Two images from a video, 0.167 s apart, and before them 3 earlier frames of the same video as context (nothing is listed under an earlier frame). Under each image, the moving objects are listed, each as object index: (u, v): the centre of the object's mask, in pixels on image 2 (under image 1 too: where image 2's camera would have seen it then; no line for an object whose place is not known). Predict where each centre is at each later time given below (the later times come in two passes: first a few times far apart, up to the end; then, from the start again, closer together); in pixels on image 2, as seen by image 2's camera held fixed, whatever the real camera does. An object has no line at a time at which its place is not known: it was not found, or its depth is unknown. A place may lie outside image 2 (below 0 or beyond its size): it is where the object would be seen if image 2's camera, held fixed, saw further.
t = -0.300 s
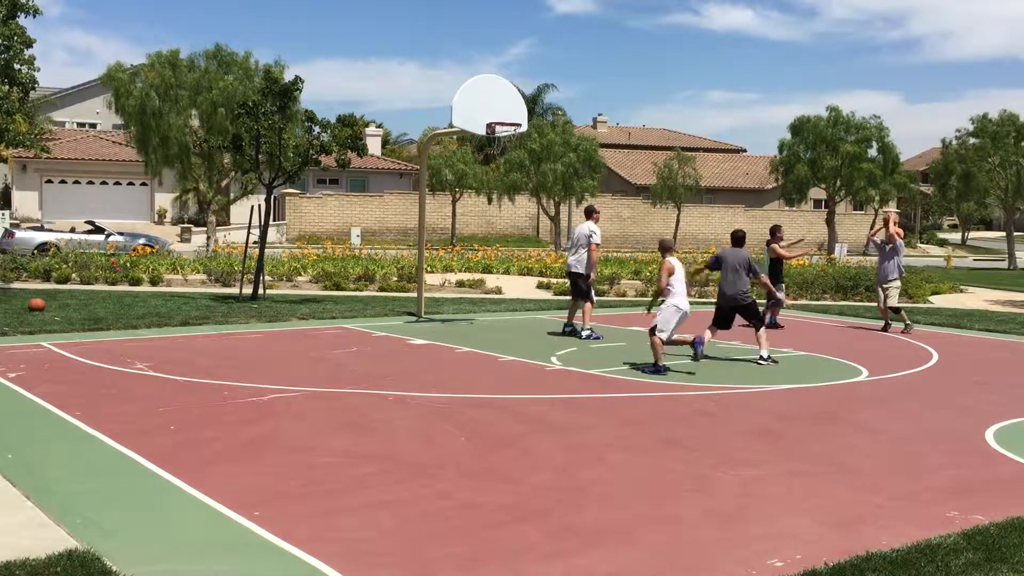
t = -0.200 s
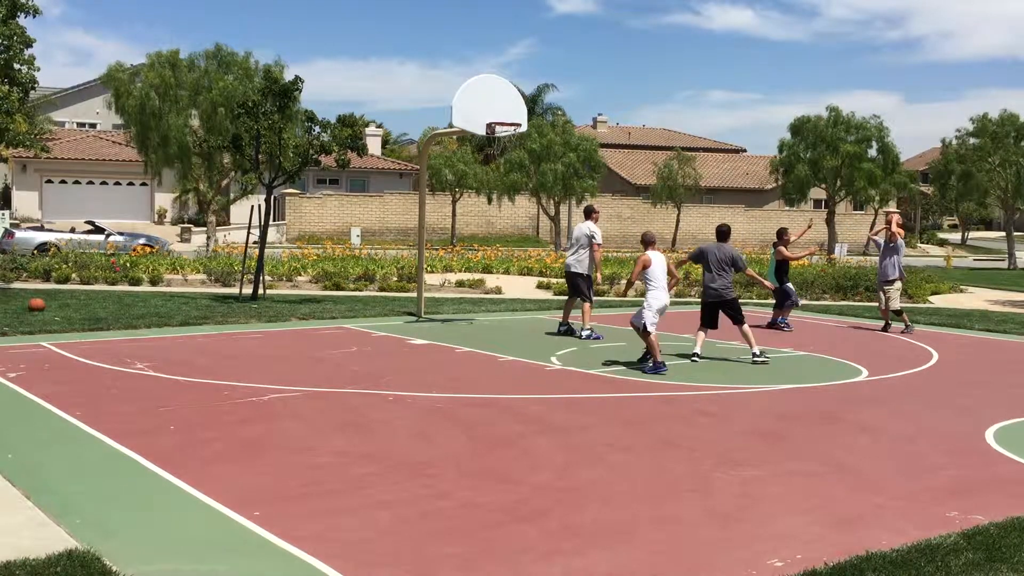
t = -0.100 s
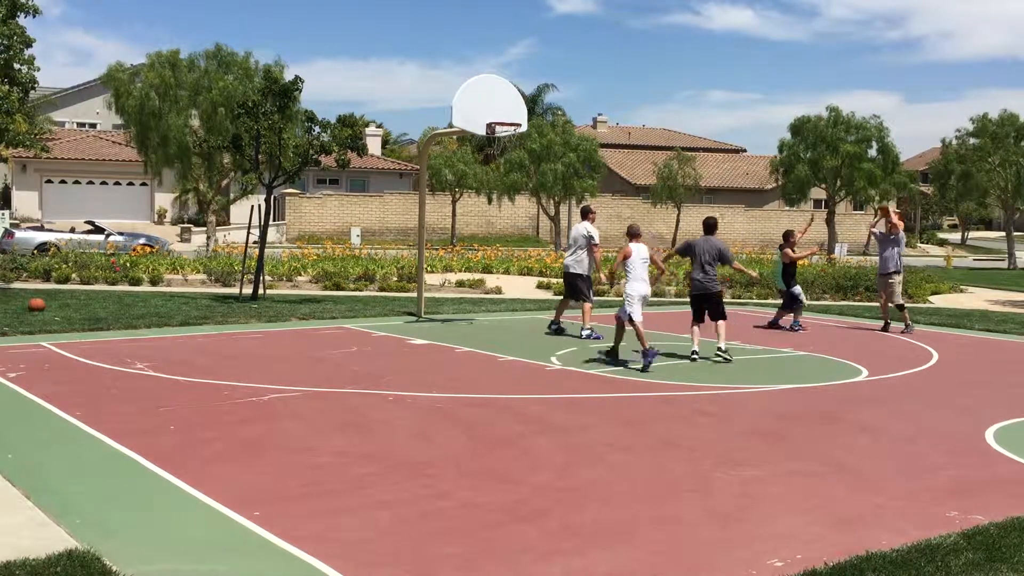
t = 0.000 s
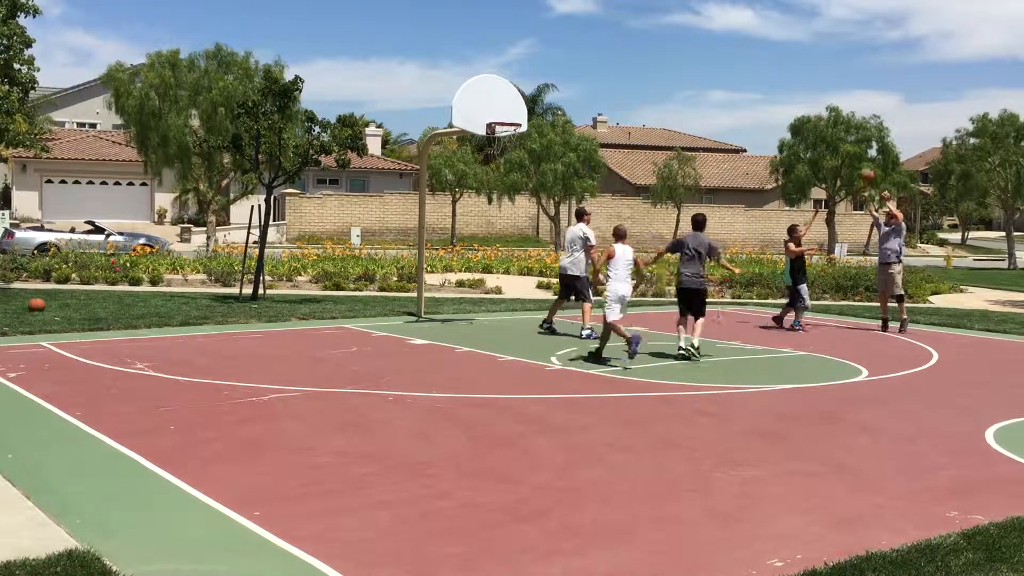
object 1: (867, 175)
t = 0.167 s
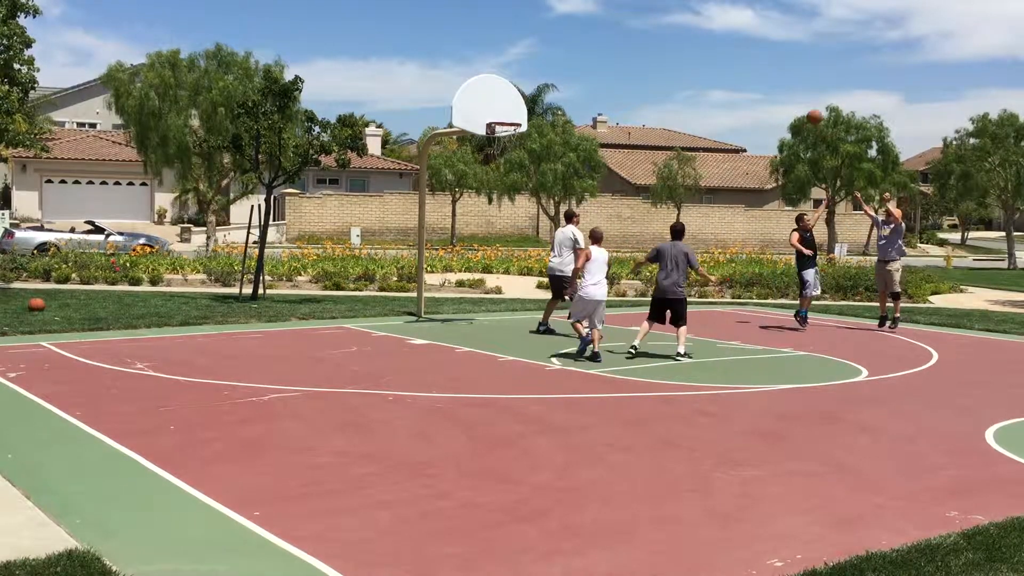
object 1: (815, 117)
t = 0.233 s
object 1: (793, 98)
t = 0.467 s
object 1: (720, 53)
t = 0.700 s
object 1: (644, 39)
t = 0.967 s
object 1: (556, 68)
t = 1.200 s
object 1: (498, 112)
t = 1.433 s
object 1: (515, 106)
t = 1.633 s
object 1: (531, 129)
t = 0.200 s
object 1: (803, 108)
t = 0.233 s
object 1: (793, 98)
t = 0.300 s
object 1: (772, 81)
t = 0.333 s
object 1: (762, 74)
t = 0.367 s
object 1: (752, 67)
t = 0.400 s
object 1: (741, 62)
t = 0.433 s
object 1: (730, 57)
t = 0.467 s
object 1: (720, 53)
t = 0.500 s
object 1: (709, 48)
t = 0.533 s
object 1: (698, 45)
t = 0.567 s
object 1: (687, 42)
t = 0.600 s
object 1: (677, 41)
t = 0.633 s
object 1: (666, 40)
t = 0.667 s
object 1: (655, 40)
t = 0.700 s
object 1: (644, 39)
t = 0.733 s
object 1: (633, 41)
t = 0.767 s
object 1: (622, 42)
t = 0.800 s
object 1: (611, 45)
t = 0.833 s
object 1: (600, 48)
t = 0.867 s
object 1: (589, 51)
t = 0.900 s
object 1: (578, 57)
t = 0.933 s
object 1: (567, 61)
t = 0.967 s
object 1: (556, 68)
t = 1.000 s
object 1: (545, 75)
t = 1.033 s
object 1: (534, 82)
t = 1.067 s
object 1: (522, 91)
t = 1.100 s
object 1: (511, 99)
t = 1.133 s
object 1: (500, 109)
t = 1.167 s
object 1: (496, 116)
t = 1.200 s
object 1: (498, 112)
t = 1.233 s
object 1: (500, 109)
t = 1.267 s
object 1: (503, 107)
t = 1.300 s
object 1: (505, 105)
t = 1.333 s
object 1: (508, 104)
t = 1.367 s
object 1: (510, 104)
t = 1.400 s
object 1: (513, 104)
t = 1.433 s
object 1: (515, 106)
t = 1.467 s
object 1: (517, 108)
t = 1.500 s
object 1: (520, 111)
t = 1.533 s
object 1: (523, 115)
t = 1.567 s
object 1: (525, 119)
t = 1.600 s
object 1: (528, 125)
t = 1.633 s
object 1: (531, 129)
